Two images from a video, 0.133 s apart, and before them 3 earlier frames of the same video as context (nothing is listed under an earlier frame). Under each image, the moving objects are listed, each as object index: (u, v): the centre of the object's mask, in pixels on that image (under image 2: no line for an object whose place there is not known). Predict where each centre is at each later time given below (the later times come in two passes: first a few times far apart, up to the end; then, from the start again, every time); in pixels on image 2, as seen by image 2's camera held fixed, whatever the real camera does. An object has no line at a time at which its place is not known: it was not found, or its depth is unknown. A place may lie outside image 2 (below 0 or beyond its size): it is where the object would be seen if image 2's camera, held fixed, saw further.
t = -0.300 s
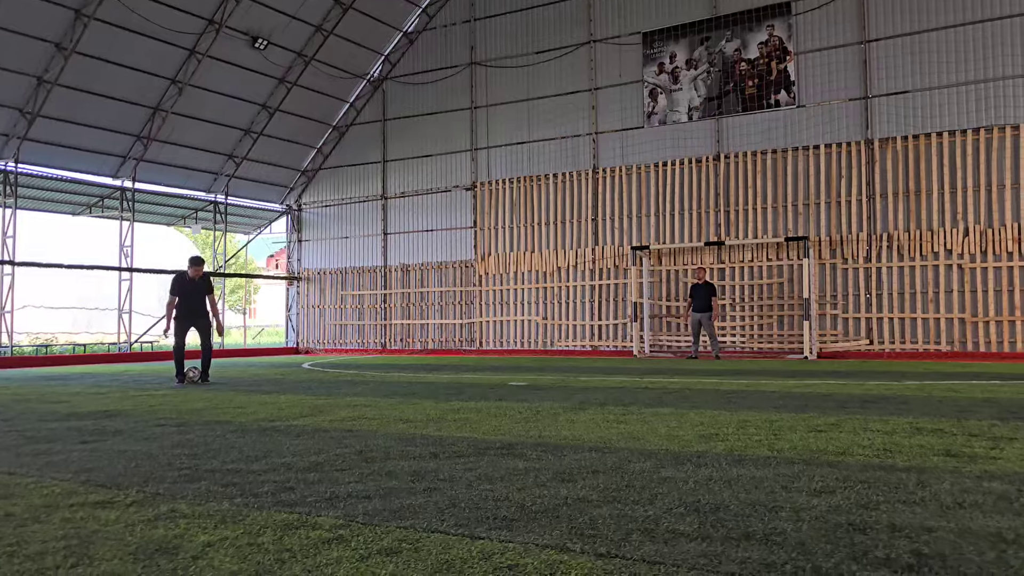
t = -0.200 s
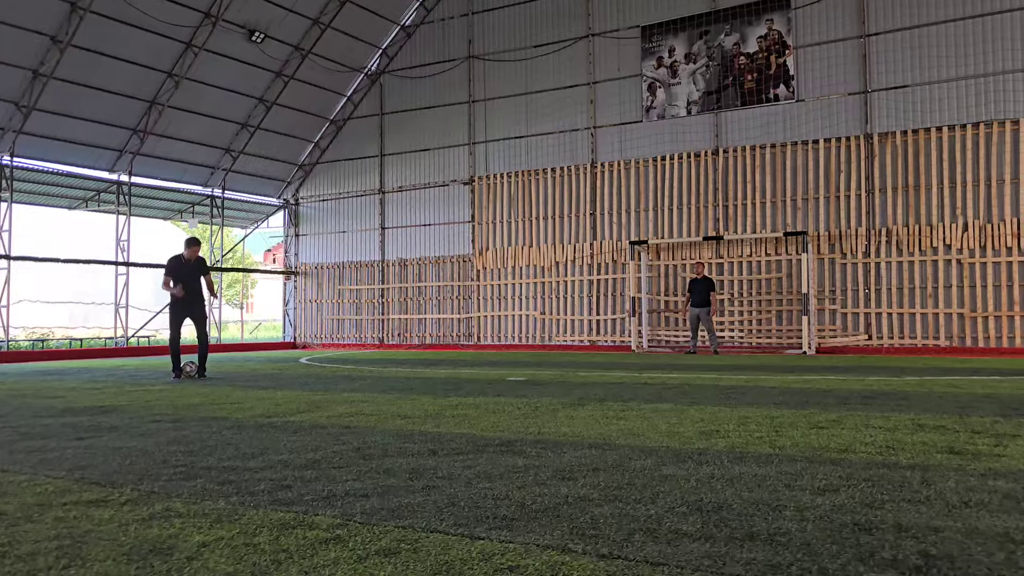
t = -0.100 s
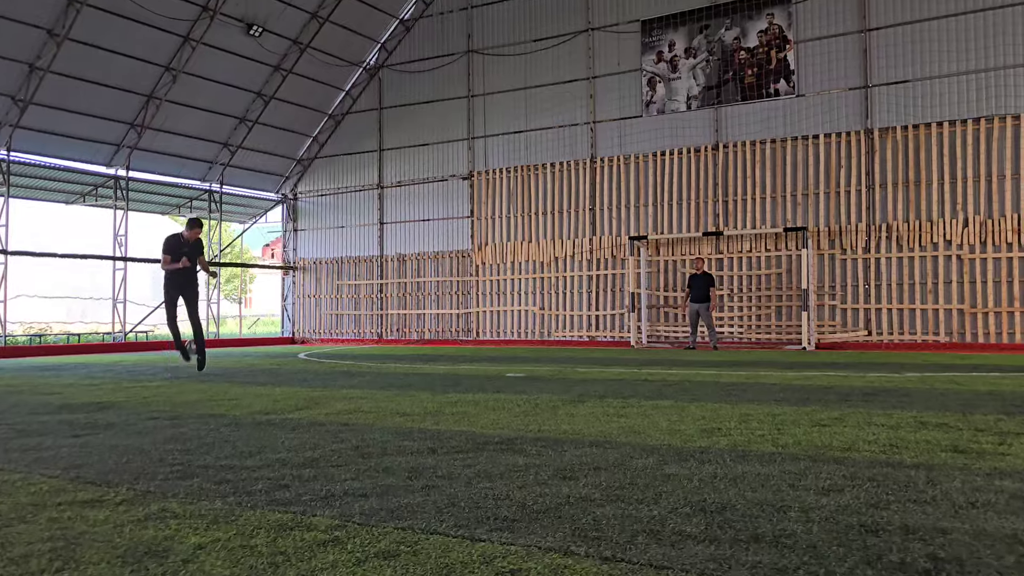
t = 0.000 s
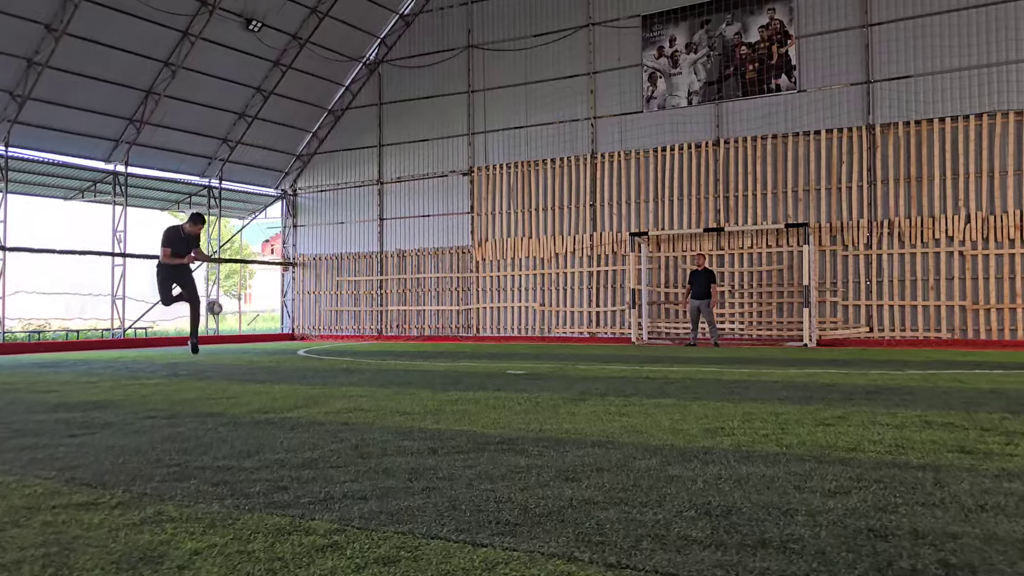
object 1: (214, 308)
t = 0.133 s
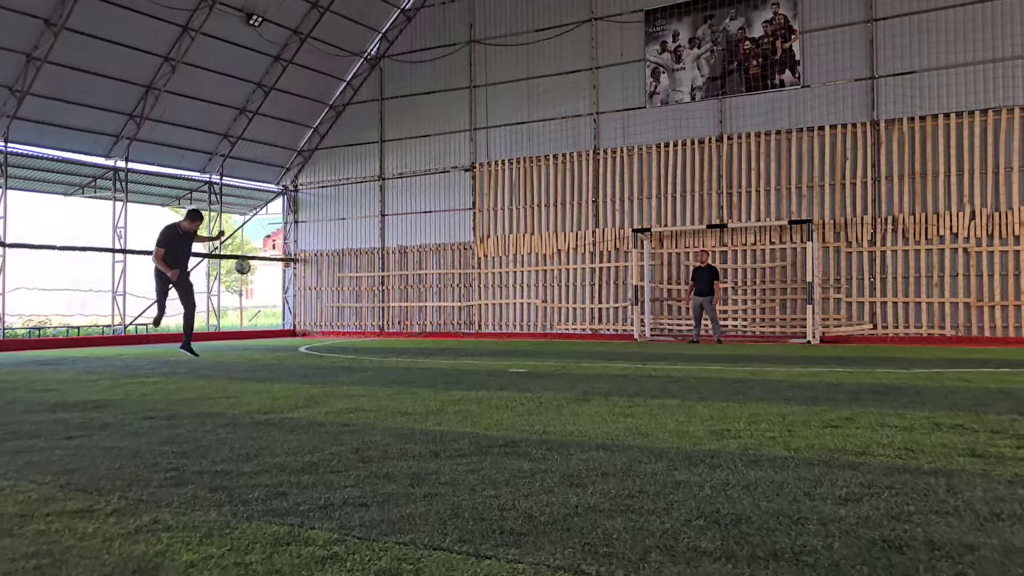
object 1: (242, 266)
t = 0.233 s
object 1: (263, 248)
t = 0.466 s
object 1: (309, 237)
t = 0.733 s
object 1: (360, 275)
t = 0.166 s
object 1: (249, 260)
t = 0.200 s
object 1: (256, 254)
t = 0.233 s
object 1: (263, 248)
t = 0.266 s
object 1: (269, 243)
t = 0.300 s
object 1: (276, 241)
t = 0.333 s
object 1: (283, 239)
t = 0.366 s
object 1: (289, 237)
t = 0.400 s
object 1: (295, 236)
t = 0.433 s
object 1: (303, 236)
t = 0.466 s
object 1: (309, 237)
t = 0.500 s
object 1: (315, 239)
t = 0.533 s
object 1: (322, 241)
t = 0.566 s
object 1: (328, 245)
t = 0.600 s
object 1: (335, 250)
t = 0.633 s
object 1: (341, 255)
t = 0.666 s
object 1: (346, 260)
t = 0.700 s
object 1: (353, 267)
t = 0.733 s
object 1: (360, 275)
